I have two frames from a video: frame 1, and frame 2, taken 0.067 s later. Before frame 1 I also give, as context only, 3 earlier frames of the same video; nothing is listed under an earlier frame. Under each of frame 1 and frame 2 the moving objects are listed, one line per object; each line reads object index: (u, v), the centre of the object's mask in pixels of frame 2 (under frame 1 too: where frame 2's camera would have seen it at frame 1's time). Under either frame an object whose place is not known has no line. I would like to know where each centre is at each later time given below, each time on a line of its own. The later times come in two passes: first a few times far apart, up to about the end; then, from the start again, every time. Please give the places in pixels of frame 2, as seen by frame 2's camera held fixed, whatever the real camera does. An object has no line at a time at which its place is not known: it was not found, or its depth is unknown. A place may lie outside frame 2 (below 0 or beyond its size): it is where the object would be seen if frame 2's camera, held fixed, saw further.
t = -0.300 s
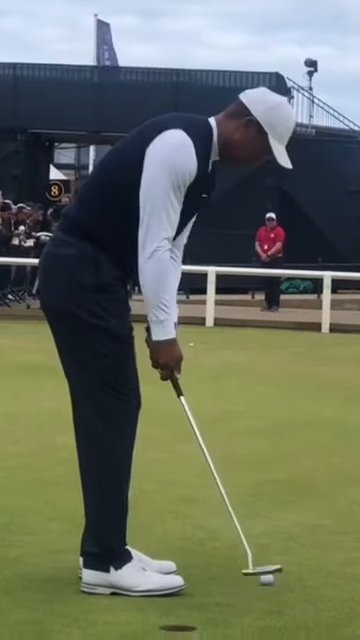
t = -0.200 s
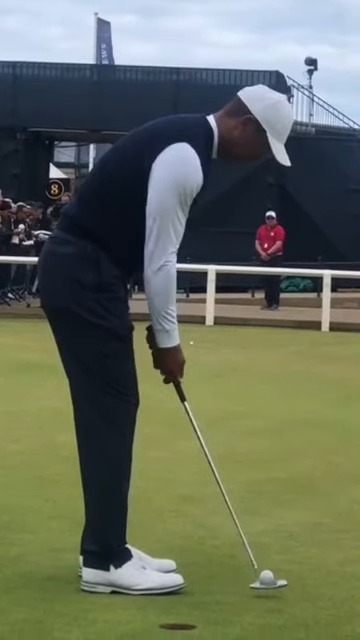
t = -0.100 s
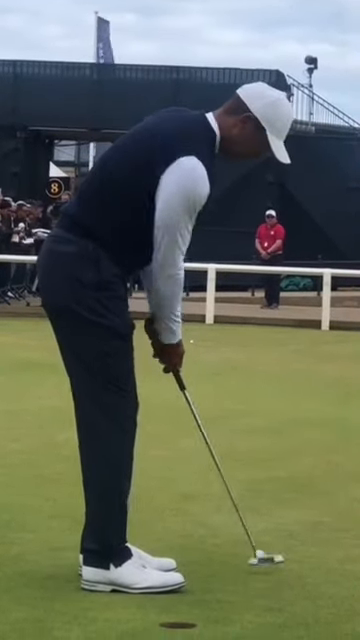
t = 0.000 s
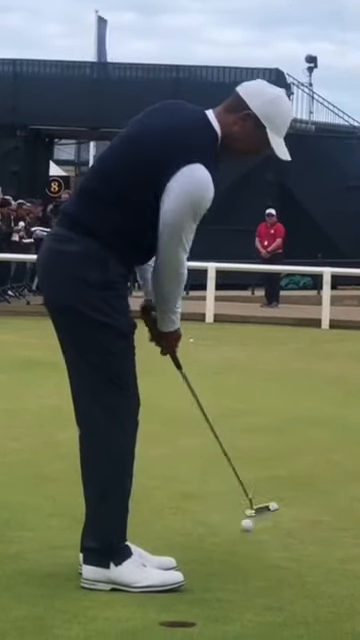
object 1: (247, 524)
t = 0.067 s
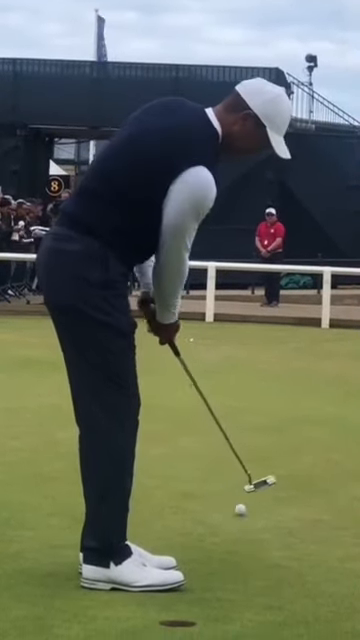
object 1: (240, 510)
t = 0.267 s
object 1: (226, 479)
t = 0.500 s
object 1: (216, 453)
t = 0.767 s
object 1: (205, 432)
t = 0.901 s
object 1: (201, 424)
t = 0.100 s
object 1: (237, 504)
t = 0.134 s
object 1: (235, 498)
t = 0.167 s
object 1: (232, 493)
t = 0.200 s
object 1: (230, 488)
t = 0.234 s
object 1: (228, 483)
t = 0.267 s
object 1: (226, 479)
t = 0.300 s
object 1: (225, 474)
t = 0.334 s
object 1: (224, 471)
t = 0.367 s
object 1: (221, 466)
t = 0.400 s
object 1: (221, 463)
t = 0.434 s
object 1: (219, 460)
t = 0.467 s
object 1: (217, 456)
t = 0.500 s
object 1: (216, 453)
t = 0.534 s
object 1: (215, 449)
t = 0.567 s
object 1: (214, 447)
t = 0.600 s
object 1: (212, 444)
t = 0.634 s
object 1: (211, 440)
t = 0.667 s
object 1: (209, 439)
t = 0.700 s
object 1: (208, 435)
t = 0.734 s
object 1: (207, 432)
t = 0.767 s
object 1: (205, 432)
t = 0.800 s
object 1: (204, 429)
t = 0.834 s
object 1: (203, 426)
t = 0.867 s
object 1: (202, 425)
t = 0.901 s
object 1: (201, 424)
